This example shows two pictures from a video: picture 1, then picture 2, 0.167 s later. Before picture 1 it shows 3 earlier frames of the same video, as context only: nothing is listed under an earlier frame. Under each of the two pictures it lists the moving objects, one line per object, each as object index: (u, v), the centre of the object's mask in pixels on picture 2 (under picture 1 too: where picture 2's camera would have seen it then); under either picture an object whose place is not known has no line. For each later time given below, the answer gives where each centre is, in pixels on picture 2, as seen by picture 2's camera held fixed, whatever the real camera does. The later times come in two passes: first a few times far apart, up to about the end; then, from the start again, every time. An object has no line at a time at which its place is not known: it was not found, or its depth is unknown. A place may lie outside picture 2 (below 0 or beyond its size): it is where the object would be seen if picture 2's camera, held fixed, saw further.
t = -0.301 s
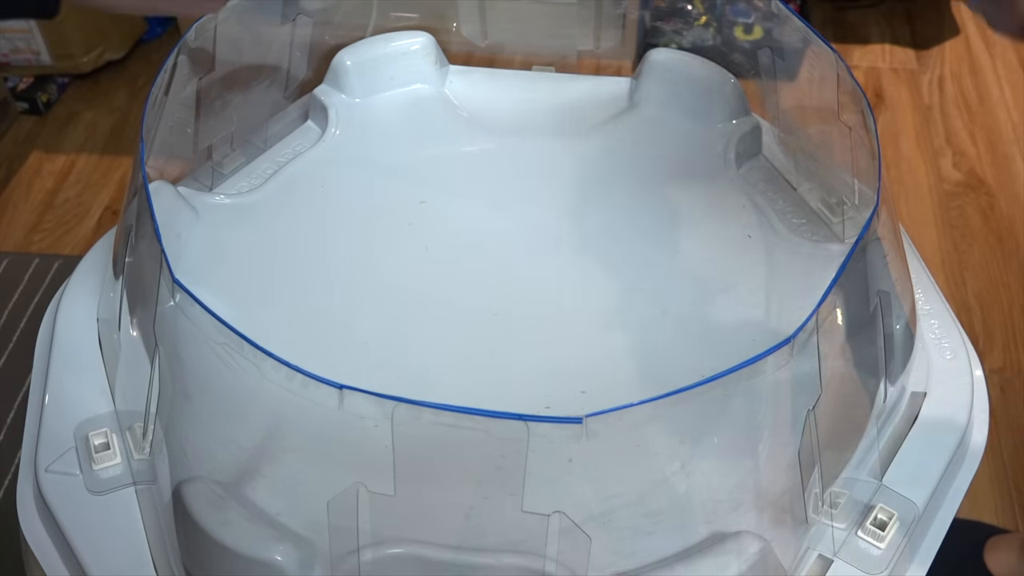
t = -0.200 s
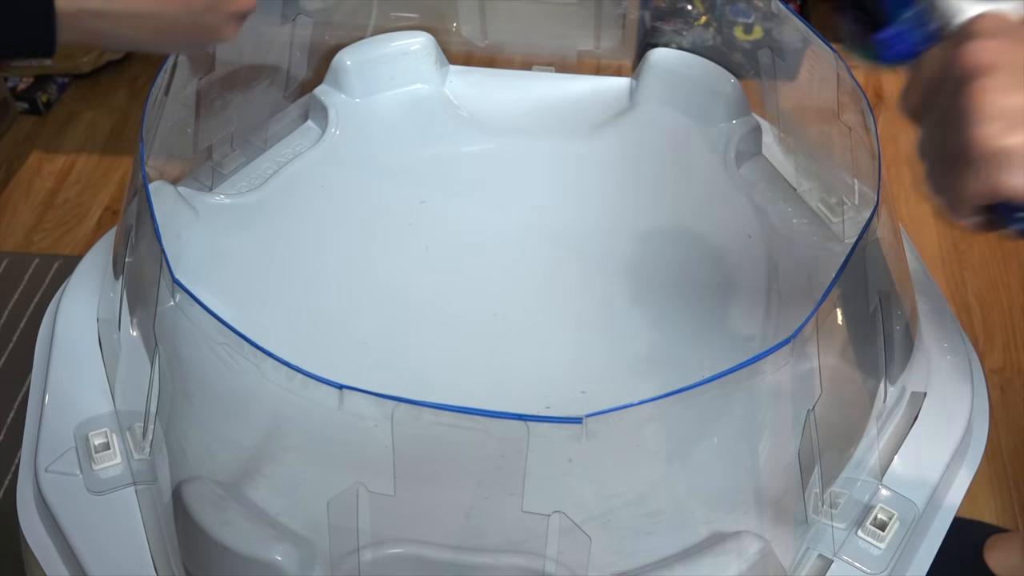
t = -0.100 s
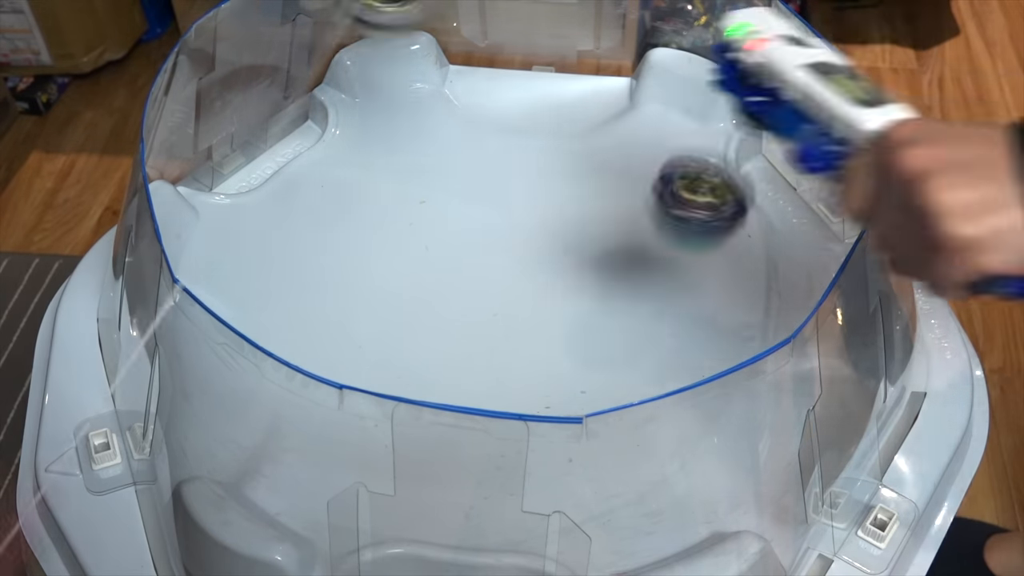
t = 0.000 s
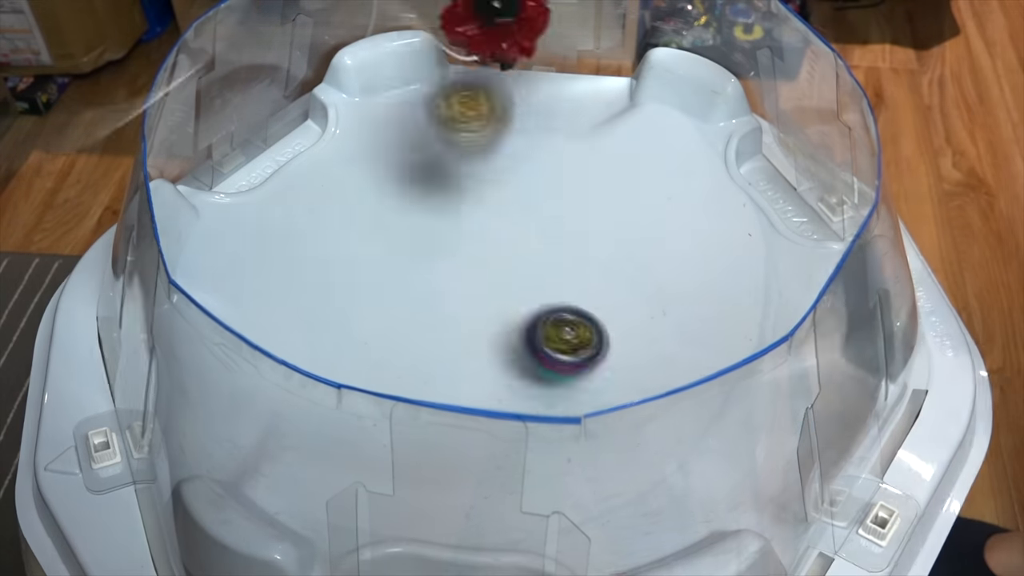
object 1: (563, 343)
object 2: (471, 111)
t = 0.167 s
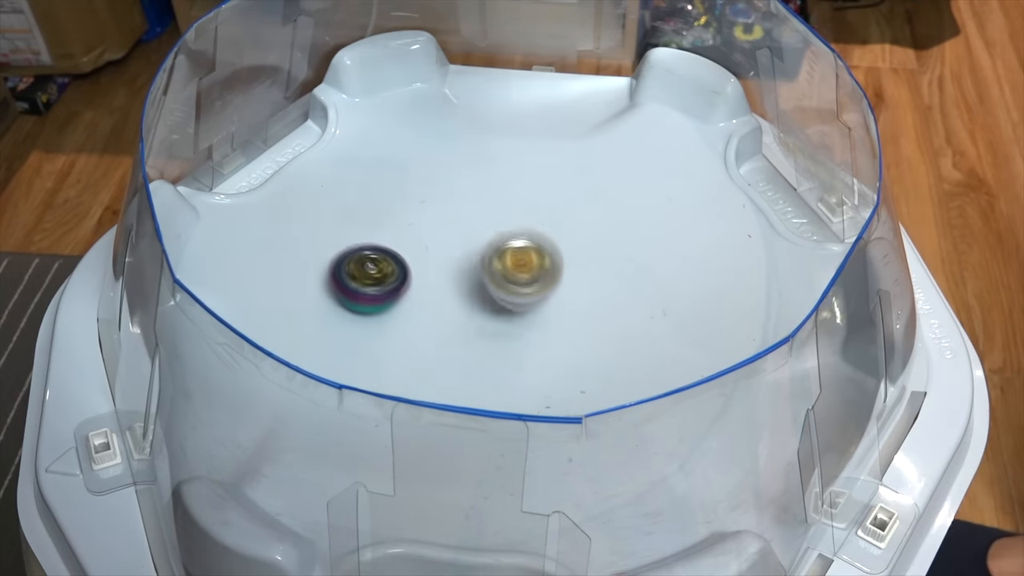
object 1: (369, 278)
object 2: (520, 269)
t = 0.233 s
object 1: (333, 249)
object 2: (546, 328)
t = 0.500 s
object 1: (297, 253)
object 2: (587, 342)
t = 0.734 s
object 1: (448, 367)
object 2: (530, 280)
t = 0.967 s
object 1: (721, 287)
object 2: (505, 260)
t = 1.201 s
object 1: (748, 141)
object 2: (537, 315)
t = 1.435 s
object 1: (603, 149)
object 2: (579, 317)
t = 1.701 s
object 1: (346, 233)
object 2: (552, 273)
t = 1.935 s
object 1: (373, 426)
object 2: (498, 305)
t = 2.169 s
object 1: (714, 441)
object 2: (518, 349)
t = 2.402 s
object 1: (618, 372)
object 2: (569, 325)
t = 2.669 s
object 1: (215, 327)
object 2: (519, 284)
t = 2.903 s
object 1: (246, 429)
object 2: (450, 312)
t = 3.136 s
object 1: (387, 499)
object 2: (487, 380)
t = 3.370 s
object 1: (616, 457)
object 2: (626, 316)
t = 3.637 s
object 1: (616, 231)
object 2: (493, 168)
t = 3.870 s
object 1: (419, 131)
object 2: (289, 207)
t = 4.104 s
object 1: (255, 174)
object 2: (195, 375)
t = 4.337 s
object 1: (272, 333)
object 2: (278, 420)
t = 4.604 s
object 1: (585, 318)
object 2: (570, 488)
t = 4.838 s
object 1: (703, 168)
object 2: (823, 371)
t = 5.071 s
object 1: (647, 112)
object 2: (687, 215)
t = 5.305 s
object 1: (480, 95)
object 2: (448, 294)
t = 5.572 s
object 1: (332, 259)
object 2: (335, 470)
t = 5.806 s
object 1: (353, 424)
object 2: (481, 540)
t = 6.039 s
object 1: (500, 466)
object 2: (517, 547)
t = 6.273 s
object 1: (596, 288)
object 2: (460, 543)
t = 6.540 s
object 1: (543, 164)
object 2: (416, 544)
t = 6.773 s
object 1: (470, 165)
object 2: (533, 550)
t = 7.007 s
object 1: (475, 303)
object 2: (578, 507)
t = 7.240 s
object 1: (492, 332)
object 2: (694, 342)
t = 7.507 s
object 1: (422, 244)
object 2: (767, 171)
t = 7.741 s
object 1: (462, 256)
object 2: (621, 152)
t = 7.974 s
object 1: (538, 293)
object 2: (425, 255)
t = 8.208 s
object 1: (584, 330)
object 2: (407, 363)
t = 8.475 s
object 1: (591, 365)
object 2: (475, 336)
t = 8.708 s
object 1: (550, 363)
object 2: (496, 262)
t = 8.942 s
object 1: (484, 325)
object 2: (522, 271)
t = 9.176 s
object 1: (456, 283)
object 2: (568, 278)
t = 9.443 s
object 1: (494, 241)
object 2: (561, 313)
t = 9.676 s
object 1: (508, 256)
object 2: (550, 328)
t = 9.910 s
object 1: (510, 269)
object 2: (521, 345)
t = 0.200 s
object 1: (349, 262)
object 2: (533, 296)
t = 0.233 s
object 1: (333, 249)
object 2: (546, 328)
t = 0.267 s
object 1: (320, 240)
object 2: (557, 327)
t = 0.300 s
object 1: (309, 234)
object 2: (567, 338)
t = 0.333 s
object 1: (302, 230)
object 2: (577, 347)
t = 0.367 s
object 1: (297, 229)
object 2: (584, 350)
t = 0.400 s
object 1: (294, 232)
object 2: (588, 351)
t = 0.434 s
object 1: (293, 237)
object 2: (590, 350)
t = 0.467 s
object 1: (294, 243)
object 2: (590, 347)
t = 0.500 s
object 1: (297, 253)
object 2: (587, 342)
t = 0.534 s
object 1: (303, 266)
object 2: (582, 335)
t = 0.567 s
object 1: (311, 280)
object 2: (576, 327)
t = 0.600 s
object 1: (323, 297)
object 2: (567, 318)
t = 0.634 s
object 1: (342, 317)
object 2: (558, 309)
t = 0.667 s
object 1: (370, 337)
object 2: (548, 299)
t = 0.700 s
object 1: (405, 356)
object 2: (539, 290)
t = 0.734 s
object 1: (448, 367)
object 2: (530, 280)
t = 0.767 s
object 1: (494, 373)
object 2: (523, 271)
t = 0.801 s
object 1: (540, 374)
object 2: (516, 264)
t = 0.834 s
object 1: (586, 366)
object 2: (511, 258)
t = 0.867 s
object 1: (628, 351)
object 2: (508, 254)
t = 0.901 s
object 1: (665, 332)
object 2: (506, 254)
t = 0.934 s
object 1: (696, 310)
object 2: (505, 256)
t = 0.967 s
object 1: (721, 287)
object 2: (505, 260)
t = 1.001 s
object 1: (742, 264)
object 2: (506, 267)
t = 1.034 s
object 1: (756, 239)
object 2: (508, 275)
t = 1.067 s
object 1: (765, 216)
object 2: (512, 283)
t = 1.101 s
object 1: (764, 193)
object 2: (517, 292)
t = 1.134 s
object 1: (761, 174)
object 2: (522, 301)
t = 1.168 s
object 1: (752, 157)
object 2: (529, 309)
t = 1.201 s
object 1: (748, 141)
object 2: (537, 315)
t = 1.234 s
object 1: (745, 127)
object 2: (544, 320)
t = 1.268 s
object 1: (729, 123)
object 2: (552, 323)
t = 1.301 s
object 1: (710, 130)
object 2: (560, 325)
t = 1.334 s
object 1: (687, 133)
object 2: (565, 326)
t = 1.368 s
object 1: (662, 138)
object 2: (572, 324)
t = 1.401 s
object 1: (633, 142)
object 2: (576, 321)
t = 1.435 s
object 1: (603, 149)
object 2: (579, 317)
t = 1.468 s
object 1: (572, 157)
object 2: (581, 312)
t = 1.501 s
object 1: (540, 164)
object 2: (582, 306)
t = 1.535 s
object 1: (507, 172)
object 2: (580, 299)
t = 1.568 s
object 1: (473, 179)
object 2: (577, 292)
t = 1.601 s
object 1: (438, 188)
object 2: (573, 284)
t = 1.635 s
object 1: (404, 199)
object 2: (568, 278)
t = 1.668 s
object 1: (372, 215)
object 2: (560, 275)
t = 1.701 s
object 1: (346, 233)
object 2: (552, 273)
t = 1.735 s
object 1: (324, 257)
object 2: (543, 273)
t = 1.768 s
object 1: (311, 283)
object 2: (534, 275)
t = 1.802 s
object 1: (305, 312)
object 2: (526, 279)
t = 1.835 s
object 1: (310, 339)
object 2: (517, 284)
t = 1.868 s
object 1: (322, 372)
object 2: (510, 290)
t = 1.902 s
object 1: (342, 399)
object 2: (503, 297)
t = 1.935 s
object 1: (373, 426)
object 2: (498, 305)
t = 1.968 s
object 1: (409, 448)
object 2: (496, 313)
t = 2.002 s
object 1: (456, 463)
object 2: (494, 321)
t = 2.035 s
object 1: (505, 471)
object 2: (495, 329)
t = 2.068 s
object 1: (558, 475)
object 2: (498, 336)
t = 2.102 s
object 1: (611, 469)
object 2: (502, 342)
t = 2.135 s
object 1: (663, 457)
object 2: (509, 347)
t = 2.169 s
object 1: (714, 441)
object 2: (518, 349)
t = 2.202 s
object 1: (754, 427)
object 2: (526, 351)
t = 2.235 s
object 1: (797, 407)
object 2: (535, 350)
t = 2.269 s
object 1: (836, 383)
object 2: (545, 348)
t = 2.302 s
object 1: (821, 360)
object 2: (553, 345)
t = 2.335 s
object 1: (752, 357)
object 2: (562, 340)
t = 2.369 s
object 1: (688, 358)
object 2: (567, 334)
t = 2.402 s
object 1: (618, 372)
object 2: (569, 325)
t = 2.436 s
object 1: (543, 406)
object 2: (571, 321)
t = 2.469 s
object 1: (479, 414)
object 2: (569, 314)
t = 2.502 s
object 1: (421, 402)
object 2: (564, 305)
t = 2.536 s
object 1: (366, 393)
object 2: (559, 299)
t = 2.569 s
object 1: (321, 373)
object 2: (551, 293)
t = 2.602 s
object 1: (280, 357)
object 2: (542, 289)
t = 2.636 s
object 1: (246, 338)
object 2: (531, 285)
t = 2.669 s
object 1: (215, 327)
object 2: (519, 284)
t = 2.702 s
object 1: (189, 313)
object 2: (507, 283)
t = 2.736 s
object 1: (177, 319)
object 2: (495, 285)
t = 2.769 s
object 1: (187, 345)
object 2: (483, 288)
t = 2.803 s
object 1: (199, 366)
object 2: (472, 292)
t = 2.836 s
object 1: (216, 390)
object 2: (463, 298)
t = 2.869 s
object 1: (232, 413)
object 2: (456, 304)
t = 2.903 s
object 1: (246, 429)
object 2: (450, 312)
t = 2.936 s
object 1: (258, 439)
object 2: (445, 321)
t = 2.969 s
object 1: (272, 451)
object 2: (443, 332)
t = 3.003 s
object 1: (289, 464)
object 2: (444, 344)
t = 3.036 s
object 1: (311, 475)
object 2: (448, 356)
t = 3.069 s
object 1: (334, 484)
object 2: (456, 366)
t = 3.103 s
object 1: (361, 493)
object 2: (469, 374)
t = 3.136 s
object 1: (387, 499)
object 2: (487, 380)
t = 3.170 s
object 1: (417, 504)
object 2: (509, 389)
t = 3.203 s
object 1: (450, 507)
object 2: (535, 385)
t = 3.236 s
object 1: (483, 505)
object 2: (558, 382)
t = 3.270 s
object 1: (518, 500)
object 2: (582, 374)
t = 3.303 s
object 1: (554, 493)
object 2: (602, 358)
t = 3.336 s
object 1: (586, 479)
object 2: (617, 338)
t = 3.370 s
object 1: (616, 457)
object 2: (626, 316)
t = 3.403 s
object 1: (636, 435)
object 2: (629, 292)
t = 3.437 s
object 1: (654, 406)
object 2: (623, 267)
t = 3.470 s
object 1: (664, 375)
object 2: (614, 244)
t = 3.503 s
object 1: (665, 347)
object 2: (598, 223)
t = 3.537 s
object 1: (662, 316)
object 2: (576, 204)
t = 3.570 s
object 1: (652, 287)
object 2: (551, 188)
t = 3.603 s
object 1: (637, 258)
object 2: (523, 176)
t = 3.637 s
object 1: (616, 231)
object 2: (493, 168)
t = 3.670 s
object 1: (591, 207)
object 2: (463, 164)
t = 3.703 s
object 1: (565, 186)
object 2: (433, 163)
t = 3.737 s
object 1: (536, 169)
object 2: (402, 164)
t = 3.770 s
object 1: (507, 155)
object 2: (372, 170)
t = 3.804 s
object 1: (477, 144)
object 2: (342, 179)
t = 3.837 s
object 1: (448, 136)
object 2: (314, 192)
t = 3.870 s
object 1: (419, 131)
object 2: (289, 207)
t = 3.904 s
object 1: (390, 129)
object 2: (265, 226)
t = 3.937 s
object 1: (363, 129)
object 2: (244, 247)
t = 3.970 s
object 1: (336, 131)
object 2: (229, 271)
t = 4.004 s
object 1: (310, 135)
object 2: (217, 304)
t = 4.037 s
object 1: (289, 147)
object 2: (205, 330)
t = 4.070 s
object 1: (270, 160)
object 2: (198, 355)
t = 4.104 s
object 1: (255, 174)
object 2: (195, 375)
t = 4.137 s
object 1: (241, 193)
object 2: (198, 393)
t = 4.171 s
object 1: (233, 211)
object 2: (202, 407)
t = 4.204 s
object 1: (229, 232)
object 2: (217, 419)
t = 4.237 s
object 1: (230, 256)
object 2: (229, 429)
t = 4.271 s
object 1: (240, 283)
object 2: (245, 428)
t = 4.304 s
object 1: (254, 308)
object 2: (259, 425)
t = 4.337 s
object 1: (272, 333)
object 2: (278, 420)
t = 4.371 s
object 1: (297, 349)
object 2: (299, 419)
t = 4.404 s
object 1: (335, 355)
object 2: (322, 432)
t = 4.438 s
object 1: (372, 359)
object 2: (351, 453)
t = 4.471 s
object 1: (416, 361)
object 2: (386, 468)
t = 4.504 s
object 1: (460, 358)
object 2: (425, 478)
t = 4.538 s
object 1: (504, 350)
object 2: (472, 486)
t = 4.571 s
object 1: (548, 336)
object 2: (519, 490)
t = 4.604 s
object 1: (585, 318)
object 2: (570, 488)
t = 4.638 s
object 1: (618, 297)
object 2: (622, 479)
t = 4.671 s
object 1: (644, 274)
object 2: (675, 465)
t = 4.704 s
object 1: (665, 249)
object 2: (721, 450)
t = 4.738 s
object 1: (682, 227)
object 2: (757, 436)
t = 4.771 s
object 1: (690, 207)
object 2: (796, 420)
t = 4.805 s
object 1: (698, 188)
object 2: (820, 399)
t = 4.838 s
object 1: (703, 168)
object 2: (823, 371)
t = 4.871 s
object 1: (704, 149)
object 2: (818, 335)
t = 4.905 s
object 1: (703, 134)
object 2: (800, 310)
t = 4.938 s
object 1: (700, 118)
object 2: (781, 294)
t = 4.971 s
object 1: (691, 107)
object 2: (760, 276)
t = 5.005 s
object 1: (675, 109)
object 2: (738, 256)
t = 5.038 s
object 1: (661, 109)
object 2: (714, 235)
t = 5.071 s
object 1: (647, 112)
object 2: (687, 215)
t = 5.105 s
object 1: (630, 115)
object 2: (661, 193)
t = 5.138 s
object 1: (611, 116)
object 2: (627, 179)
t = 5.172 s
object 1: (589, 89)
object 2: (593, 197)
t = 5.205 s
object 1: (566, 71)
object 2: (560, 226)
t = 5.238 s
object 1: (537, 73)
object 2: (523, 250)
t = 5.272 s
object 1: (508, 84)
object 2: (484, 271)
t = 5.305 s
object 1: (480, 95)
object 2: (448, 294)
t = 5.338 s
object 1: (455, 105)
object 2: (415, 316)
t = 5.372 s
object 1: (432, 120)
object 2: (385, 339)
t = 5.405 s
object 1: (411, 139)
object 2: (364, 356)
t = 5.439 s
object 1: (391, 160)
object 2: (347, 381)
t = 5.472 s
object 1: (373, 182)
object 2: (336, 404)
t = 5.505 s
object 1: (357, 207)
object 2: (330, 431)
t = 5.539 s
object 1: (342, 233)
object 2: (330, 451)
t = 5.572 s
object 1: (332, 259)
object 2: (335, 470)
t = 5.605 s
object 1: (324, 287)
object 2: (344, 493)
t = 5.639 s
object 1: (321, 313)
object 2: (357, 511)
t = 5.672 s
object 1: (322, 338)
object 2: (373, 520)
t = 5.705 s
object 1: (325, 362)
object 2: (392, 534)
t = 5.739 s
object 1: (332, 385)
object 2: (418, 545)
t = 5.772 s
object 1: (341, 405)
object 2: (449, 543)
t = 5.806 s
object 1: (353, 424)
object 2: (481, 540)
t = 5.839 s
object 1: (368, 441)
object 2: (514, 544)
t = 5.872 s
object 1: (384, 456)
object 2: (542, 541)
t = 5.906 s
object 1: (403, 469)
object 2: (560, 542)
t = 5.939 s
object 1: (425, 480)
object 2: (563, 540)
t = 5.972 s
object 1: (449, 486)
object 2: (553, 538)
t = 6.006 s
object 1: (474, 486)
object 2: (530, 541)
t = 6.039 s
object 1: (500, 466)
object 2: (517, 547)
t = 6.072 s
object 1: (523, 441)
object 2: (508, 538)
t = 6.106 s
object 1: (544, 417)
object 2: (495, 539)
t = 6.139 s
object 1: (562, 387)
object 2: (485, 543)
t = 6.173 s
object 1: (577, 365)
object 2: (476, 545)
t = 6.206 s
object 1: (586, 340)
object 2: (472, 542)
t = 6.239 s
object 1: (594, 313)
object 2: (466, 542)
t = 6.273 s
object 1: (596, 288)
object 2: (460, 543)
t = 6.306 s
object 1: (595, 265)
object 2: (453, 542)
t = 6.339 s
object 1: (592, 243)
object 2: (446, 541)
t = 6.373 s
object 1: (585, 224)
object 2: (439, 541)
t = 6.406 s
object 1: (578, 208)
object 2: (430, 540)
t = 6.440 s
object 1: (571, 194)
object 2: (417, 541)
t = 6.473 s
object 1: (561, 183)
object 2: (407, 542)
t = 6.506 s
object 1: (552, 173)
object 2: (405, 544)
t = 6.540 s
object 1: (543, 164)
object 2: (416, 544)
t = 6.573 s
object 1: (533, 157)
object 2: (434, 546)
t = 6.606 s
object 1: (523, 151)
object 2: (446, 551)
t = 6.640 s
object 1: (513, 147)
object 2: (456, 554)
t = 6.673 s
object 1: (502, 146)
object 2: (471, 552)
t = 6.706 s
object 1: (490, 148)
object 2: (491, 550)
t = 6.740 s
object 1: (479, 154)
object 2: (512, 551)
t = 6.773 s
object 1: (470, 165)
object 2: (533, 550)
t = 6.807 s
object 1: (463, 179)
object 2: (546, 550)
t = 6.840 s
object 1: (458, 195)
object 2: (554, 547)
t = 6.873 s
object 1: (454, 215)
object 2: (560, 542)
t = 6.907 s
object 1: (454, 237)
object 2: (563, 538)
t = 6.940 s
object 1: (457, 260)
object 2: (569, 528)
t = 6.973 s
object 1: (464, 282)
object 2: (573, 515)
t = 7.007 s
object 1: (475, 303)
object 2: (578, 507)
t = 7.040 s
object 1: (486, 321)
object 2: (584, 481)
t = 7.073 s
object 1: (499, 339)
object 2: (589, 466)
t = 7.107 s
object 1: (514, 351)
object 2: (598, 433)
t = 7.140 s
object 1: (529, 362)
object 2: (604, 409)
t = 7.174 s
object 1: (534, 364)
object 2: (614, 383)
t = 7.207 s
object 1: (512, 350)
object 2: (656, 357)
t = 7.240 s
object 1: (492, 332)
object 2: (694, 342)
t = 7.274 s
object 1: (474, 317)
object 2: (731, 321)
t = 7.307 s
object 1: (458, 300)
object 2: (763, 297)
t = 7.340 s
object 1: (447, 284)
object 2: (791, 270)
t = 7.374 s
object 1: (438, 273)
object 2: (811, 242)
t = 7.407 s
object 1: (431, 261)
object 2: (822, 211)
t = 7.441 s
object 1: (426, 253)
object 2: (812, 189)
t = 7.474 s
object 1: (423, 246)
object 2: (782, 187)
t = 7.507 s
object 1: (422, 244)
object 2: (767, 171)
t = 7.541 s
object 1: (423, 239)
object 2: (762, 154)
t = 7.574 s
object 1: (426, 241)
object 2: (751, 139)
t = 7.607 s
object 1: (429, 240)
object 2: (736, 132)
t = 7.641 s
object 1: (435, 243)
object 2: (709, 132)
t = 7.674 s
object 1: (443, 246)
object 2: (681, 135)
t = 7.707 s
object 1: (451, 250)
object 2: (650, 145)
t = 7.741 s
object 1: (462, 256)
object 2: (621, 152)
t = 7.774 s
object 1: (472, 258)
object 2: (595, 168)
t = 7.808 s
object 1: (484, 266)
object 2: (563, 177)
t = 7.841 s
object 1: (495, 268)
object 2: (530, 191)
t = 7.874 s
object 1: (506, 276)
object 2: (501, 207)
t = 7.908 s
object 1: (519, 280)
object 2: (475, 221)
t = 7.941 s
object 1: (527, 287)
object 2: (451, 237)
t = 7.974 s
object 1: (538, 293)
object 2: (425, 255)
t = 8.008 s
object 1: (547, 296)
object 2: (412, 275)
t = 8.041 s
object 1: (557, 303)
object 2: (399, 293)
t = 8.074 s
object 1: (566, 307)
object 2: (391, 309)
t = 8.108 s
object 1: (573, 313)
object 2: (382, 327)
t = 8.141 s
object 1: (579, 318)
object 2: (388, 343)
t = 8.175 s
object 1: (582, 325)
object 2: (399, 355)
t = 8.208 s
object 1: (584, 330)
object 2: (407, 363)
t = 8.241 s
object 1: (584, 336)
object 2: (418, 367)
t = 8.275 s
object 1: (584, 341)
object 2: (431, 372)
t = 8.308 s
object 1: (582, 348)
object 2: (452, 371)
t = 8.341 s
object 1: (578, 352)
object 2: (462, 372)
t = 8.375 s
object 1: (574, 358)
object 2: (480, 370)
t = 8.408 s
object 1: (576, 361)
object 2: (487, 365)
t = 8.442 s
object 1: (585, 364)
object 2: (480, 352)
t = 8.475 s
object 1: (591, 365)
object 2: (475, 336)
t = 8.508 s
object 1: (591, 368)
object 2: (474, 323)
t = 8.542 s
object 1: (589, 369)
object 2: (472, 307)
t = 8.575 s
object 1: (584, 370)
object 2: (472, 292)
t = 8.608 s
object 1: (578, 369)
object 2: (478, 282)
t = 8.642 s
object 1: (569, 368)
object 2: (484, 274)
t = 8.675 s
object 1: (560, 367)
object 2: (493, 267)
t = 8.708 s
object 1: (550, 363)
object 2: (496, 262)
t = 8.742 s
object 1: (539, 360)
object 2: (498, 260)
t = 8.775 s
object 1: (530, 354)
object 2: (505, 258)
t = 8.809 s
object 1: (520, 349)
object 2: (515, 258)
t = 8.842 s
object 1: (510, 343)
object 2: (516, 264)
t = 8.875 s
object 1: (499, 338)
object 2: (512, 264)
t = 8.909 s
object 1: (491, 331)
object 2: (518, 267)
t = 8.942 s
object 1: (484, 325)
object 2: (522, 271)
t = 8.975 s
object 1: (477, 318)
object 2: (527, 273)
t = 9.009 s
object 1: (470, 313)
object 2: (534, 275)
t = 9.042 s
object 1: (459, 304)
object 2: (544, 279)
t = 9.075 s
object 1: (454, 299)
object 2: (551, 281)
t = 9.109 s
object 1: (451, 293)
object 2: (556, 280)
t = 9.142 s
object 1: (453, 288)
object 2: (561, 277)
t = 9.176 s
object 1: (456, 283)
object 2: (568, 278)
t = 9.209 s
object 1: (460, 277)
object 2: (571, 281)
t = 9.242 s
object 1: (468, 274)
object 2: (570, 285)
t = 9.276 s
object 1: (475, 270)
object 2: (568, 287)
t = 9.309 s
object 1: (482, 266)
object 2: (564, 289)
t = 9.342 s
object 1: (491, 264)
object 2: (561, 292)
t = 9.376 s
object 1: (492, 255)
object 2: (558, 300)
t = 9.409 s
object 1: (492, 246)
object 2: (557, 307)
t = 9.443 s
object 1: (494, 241)
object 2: (561, 313)
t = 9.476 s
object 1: (495, 239)
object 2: (564, 319)
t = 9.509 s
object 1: (498, 238)
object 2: (564, 323)
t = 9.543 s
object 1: (500, 240)
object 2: (563, 324)
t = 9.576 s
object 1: (502, 241)
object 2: (565, 325)
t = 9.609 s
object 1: (504, 245)
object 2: (557, 328)
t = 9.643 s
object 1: (507, 248)
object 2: (550, 328)
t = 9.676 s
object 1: (508, 256)
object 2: (550, 328)
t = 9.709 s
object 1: (509, 262)
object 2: (553, 328)
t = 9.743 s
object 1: (511, 270)
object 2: (552, 326)
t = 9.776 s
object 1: (512, 273)
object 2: (547, 326)
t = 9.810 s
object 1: (510, 276)
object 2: (538, 328)
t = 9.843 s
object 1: (509, 276)
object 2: (533, 331)
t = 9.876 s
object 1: (512, 272)
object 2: (526, 340)
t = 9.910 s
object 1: (510, 269)
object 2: (521, 345)
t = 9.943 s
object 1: (506, 269)
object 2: (518, 350)
